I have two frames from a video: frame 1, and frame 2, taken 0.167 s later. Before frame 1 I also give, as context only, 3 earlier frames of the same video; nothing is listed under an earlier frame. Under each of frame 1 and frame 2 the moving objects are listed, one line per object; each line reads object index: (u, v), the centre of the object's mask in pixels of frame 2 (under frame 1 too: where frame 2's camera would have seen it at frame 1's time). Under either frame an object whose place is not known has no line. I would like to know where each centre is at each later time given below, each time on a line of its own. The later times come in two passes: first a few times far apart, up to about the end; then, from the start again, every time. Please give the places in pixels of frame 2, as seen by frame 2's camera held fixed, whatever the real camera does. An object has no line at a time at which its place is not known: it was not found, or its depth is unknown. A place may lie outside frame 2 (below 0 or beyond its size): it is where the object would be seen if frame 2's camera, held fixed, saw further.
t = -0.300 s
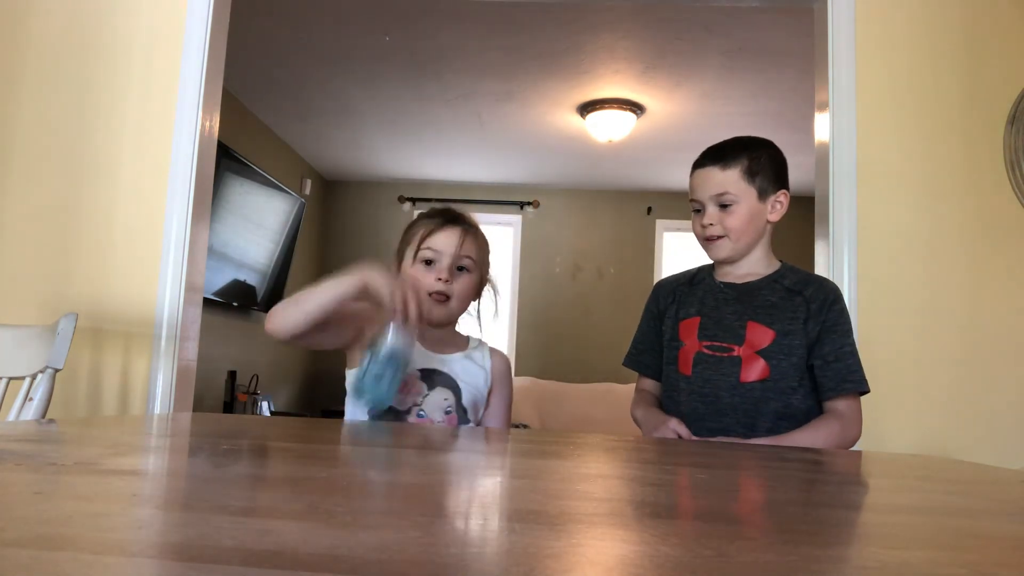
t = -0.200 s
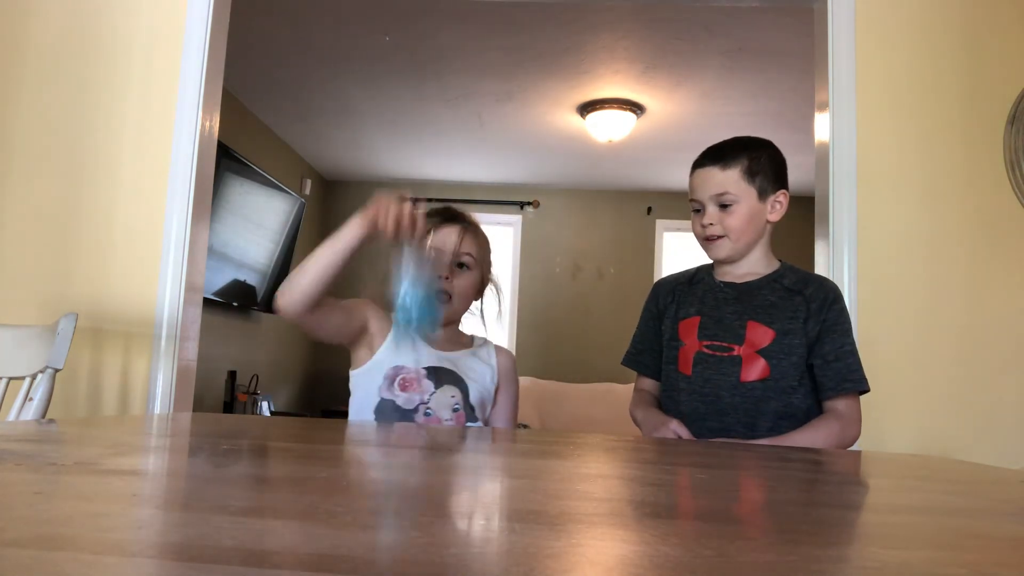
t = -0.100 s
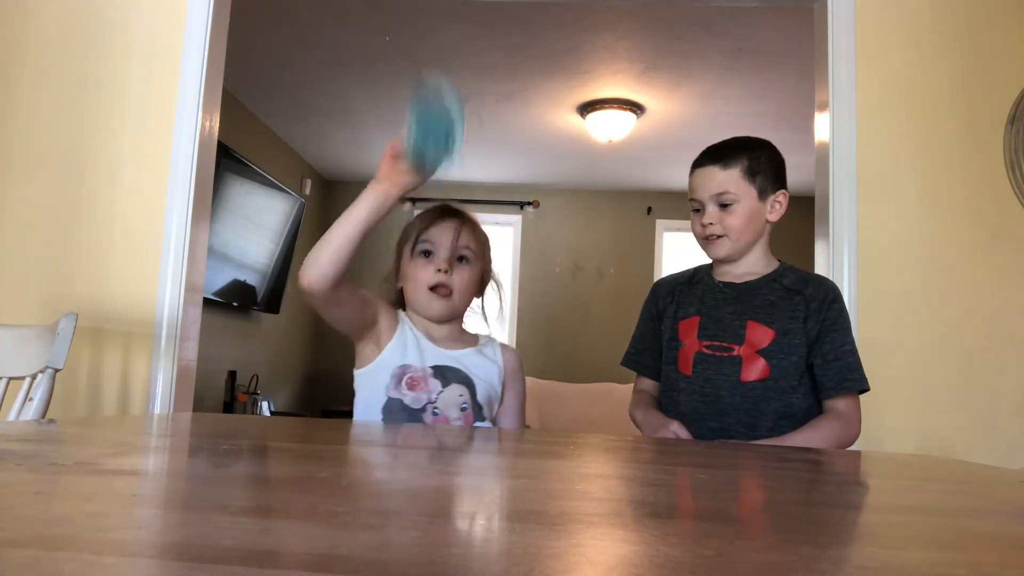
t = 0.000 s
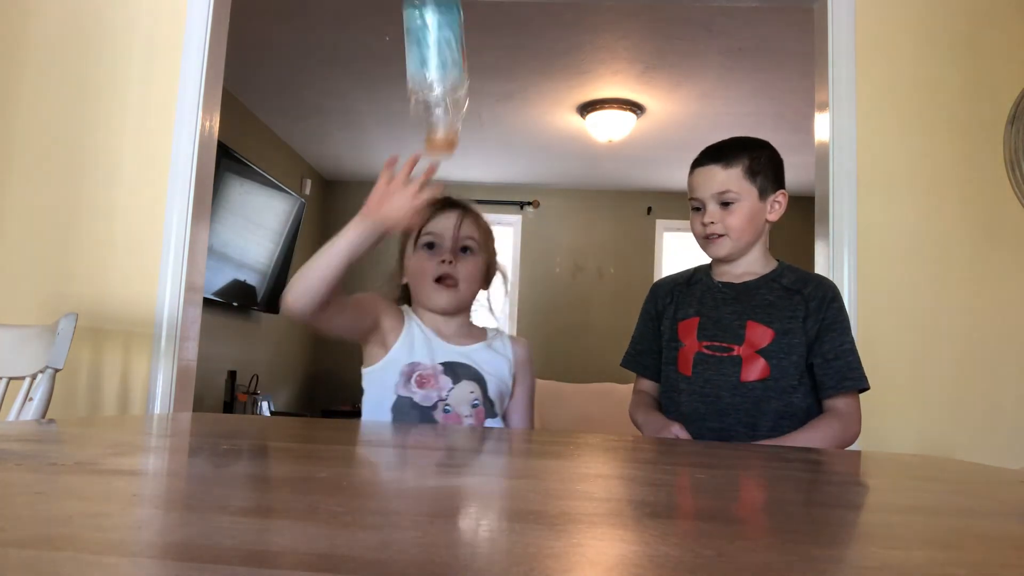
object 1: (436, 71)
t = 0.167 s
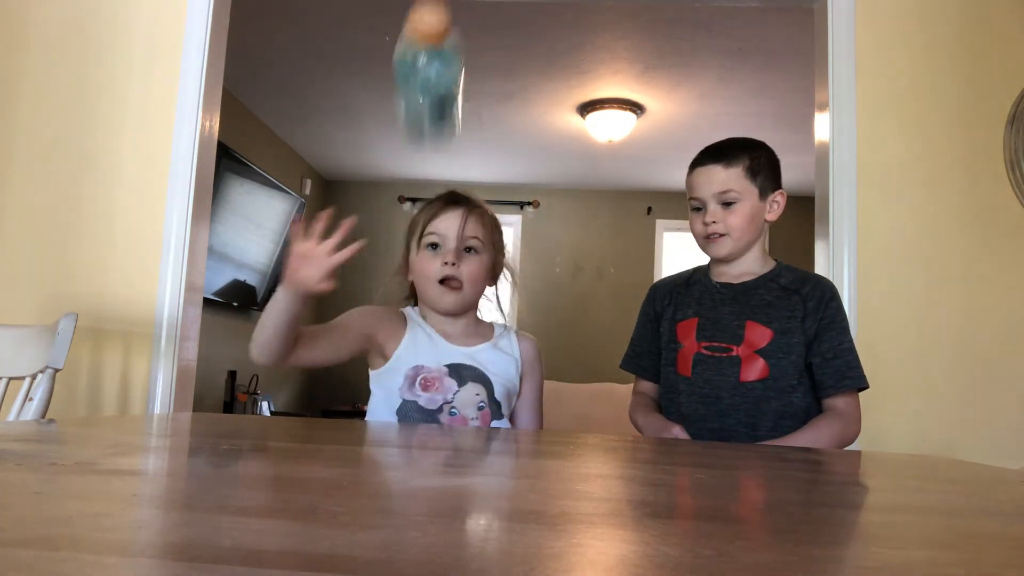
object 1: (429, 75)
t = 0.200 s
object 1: (423, 110)
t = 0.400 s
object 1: (408, 361)
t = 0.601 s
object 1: (408, 349)
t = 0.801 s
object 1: (371, 349)
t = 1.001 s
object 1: (384, 355)
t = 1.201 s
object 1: (380, 356)
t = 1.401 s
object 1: (368, 355)
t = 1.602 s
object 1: (376, 356)
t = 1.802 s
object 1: (375, 357)
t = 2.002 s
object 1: (374, 357)
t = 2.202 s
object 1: (374, 357)
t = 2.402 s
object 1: (374, 357)
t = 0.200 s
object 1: (423, 110)
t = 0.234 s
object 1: (415, 155)
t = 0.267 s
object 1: (410, 227)
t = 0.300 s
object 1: (408, 319)
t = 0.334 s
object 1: (403, 348)
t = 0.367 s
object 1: (404, 352)
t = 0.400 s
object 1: (408, 361)
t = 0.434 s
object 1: (415, 353)
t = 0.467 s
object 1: (417, 353)
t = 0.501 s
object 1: (418, 354)
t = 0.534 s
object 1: (417, 352)
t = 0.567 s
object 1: (413, 351)
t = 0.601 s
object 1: (408, 349)
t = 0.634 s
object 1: (402, 349)
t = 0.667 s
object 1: (394, 347)
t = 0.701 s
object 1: (386, 347)
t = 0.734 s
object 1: (379, 348)
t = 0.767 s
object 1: (374, 348)
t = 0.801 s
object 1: (371, 349)
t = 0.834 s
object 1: (371, 349)
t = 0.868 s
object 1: (377, 351)
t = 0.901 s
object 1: (388, 352)
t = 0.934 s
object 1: (390, 353)
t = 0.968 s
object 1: (388, 352)
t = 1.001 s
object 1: (384, 355)
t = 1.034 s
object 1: (388, 353)
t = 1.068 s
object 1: (391, 354)
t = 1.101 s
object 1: (388, 352)
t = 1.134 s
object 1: (380, 355)
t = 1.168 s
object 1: (379, 355)
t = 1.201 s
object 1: (380, 356)
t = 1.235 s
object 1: (376, 354)
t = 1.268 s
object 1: (370, 355)
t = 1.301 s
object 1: (370, 355)
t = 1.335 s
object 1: (370, 354)
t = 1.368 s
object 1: (367, 354)
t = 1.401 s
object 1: (368, 355)
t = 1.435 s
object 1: (369, 355)
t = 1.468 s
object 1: (368, 355)
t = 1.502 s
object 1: (372, 355)
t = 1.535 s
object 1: (373, 356)
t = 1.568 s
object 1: (374, 355)
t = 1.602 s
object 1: (376, 356)
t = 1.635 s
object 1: (376, 357)
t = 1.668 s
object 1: (376, 357)
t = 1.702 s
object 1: (375, 357)
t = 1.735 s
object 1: (375, 357)
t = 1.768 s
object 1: (375, 357)
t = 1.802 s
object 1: (375, 357)
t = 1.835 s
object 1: (374, 357)
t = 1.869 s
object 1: (374, 357)
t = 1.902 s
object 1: (374, 357)
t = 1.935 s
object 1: (374, 357)
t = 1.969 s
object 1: (374, 357)
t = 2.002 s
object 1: (374, 357)
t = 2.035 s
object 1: (374, 357)
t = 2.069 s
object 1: (374, 357)
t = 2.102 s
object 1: (374, 357)
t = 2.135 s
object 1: (374, 357)
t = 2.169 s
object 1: (374, 357)
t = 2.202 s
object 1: (374, 357)
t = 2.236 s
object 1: (374, 357)
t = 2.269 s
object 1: (374, 357)
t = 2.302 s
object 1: (374, 357)
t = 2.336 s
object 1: (374, 357)
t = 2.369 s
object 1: (374, 357)
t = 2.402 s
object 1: (374, 357)
